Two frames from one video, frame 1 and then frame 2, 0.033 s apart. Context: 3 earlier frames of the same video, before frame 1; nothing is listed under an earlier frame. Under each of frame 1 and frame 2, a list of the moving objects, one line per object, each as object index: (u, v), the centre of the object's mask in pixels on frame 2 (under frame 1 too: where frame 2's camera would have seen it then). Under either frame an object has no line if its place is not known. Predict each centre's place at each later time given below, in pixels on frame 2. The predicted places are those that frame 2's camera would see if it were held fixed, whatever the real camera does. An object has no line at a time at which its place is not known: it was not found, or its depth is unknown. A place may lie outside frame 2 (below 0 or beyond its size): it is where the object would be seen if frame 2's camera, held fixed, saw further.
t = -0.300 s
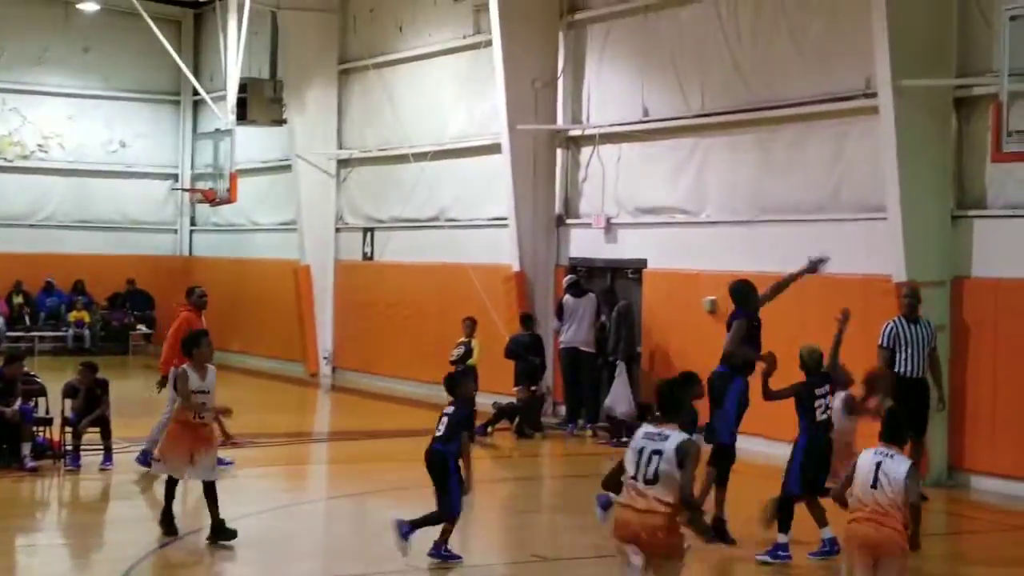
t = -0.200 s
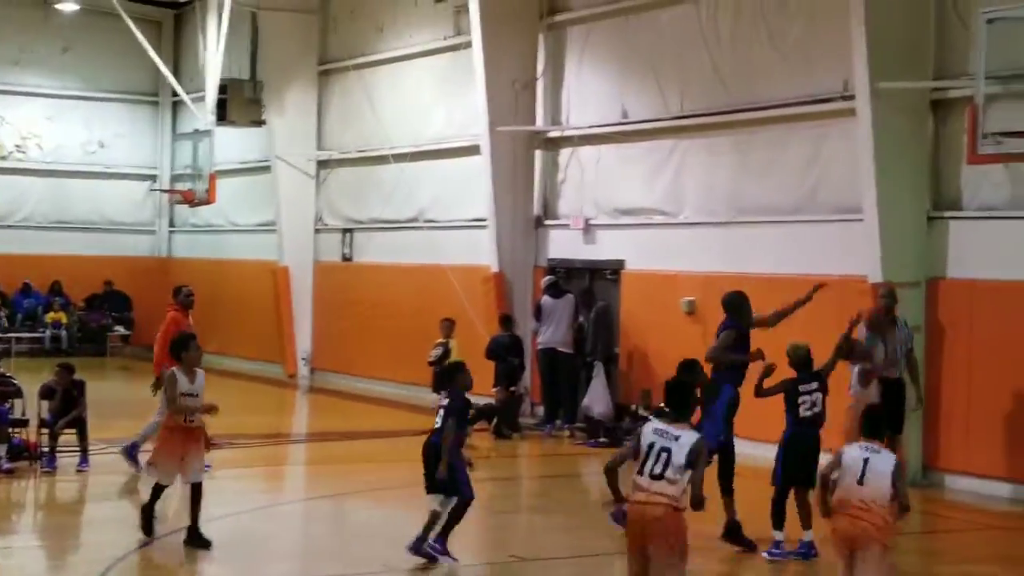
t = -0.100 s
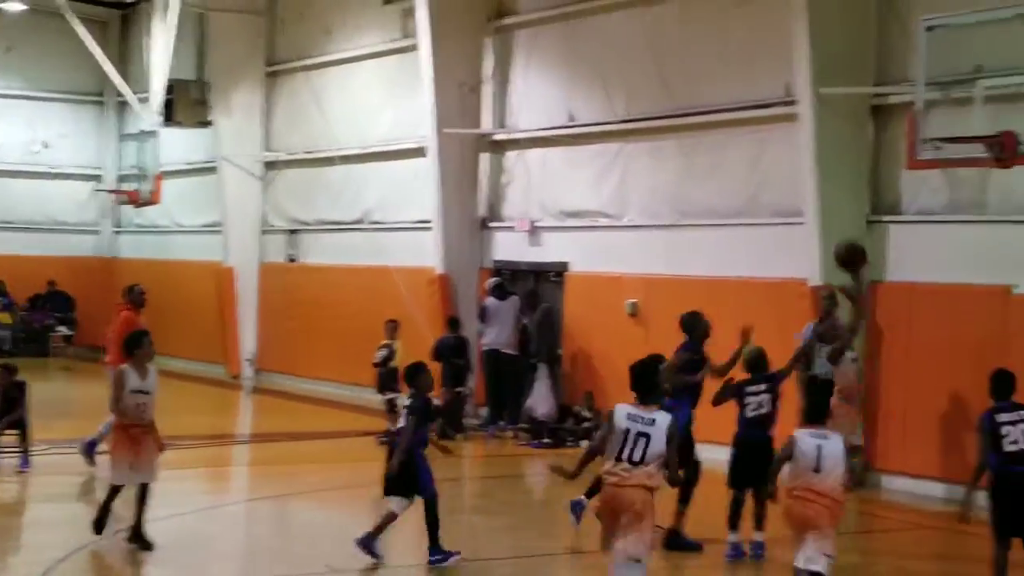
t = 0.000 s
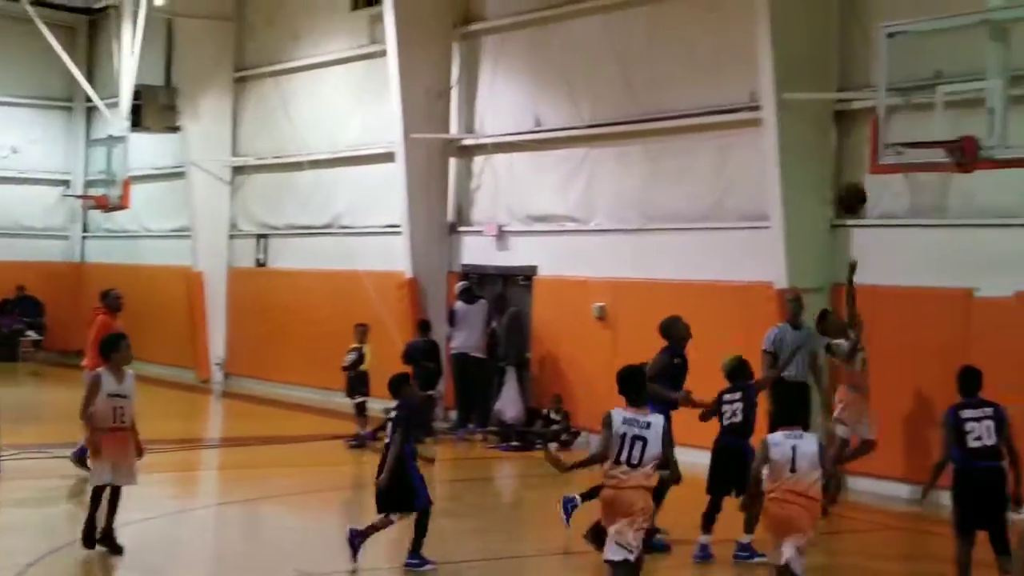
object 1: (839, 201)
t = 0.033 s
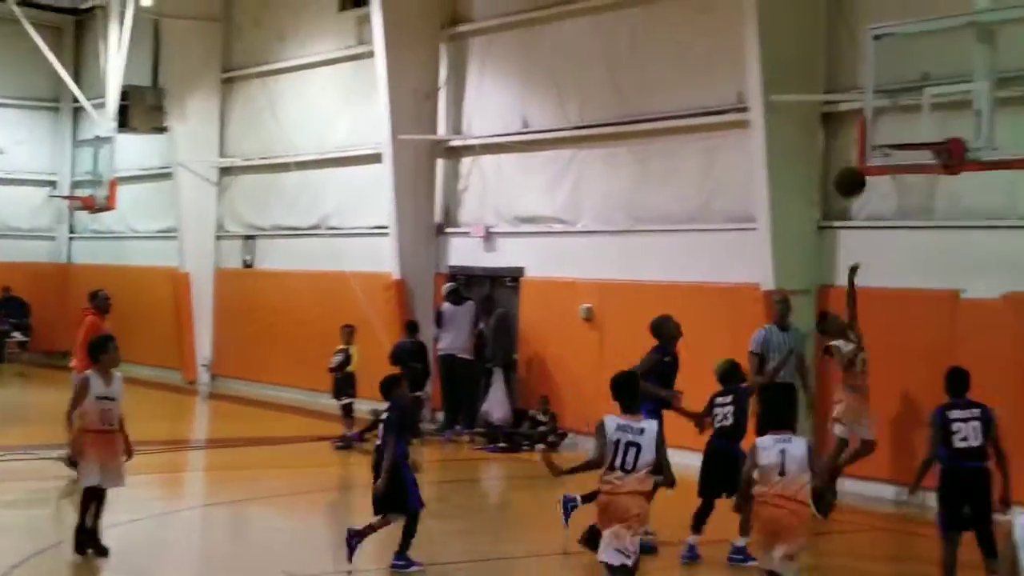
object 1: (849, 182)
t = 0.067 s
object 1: (862, 166)
